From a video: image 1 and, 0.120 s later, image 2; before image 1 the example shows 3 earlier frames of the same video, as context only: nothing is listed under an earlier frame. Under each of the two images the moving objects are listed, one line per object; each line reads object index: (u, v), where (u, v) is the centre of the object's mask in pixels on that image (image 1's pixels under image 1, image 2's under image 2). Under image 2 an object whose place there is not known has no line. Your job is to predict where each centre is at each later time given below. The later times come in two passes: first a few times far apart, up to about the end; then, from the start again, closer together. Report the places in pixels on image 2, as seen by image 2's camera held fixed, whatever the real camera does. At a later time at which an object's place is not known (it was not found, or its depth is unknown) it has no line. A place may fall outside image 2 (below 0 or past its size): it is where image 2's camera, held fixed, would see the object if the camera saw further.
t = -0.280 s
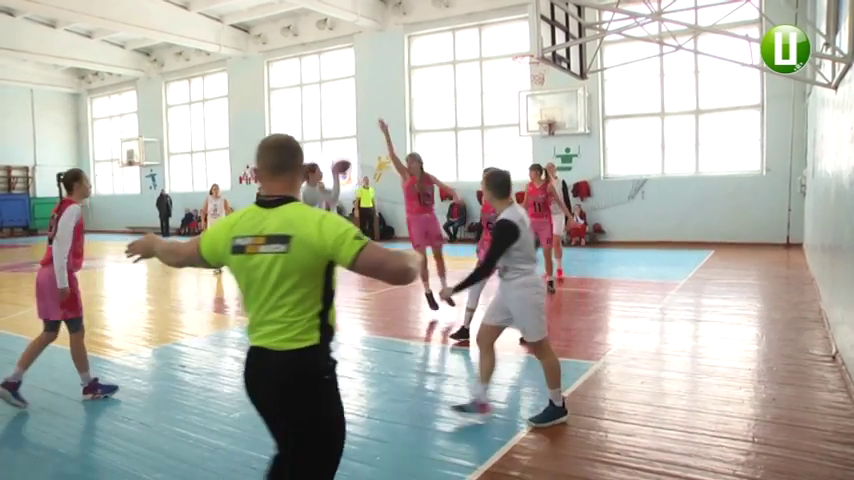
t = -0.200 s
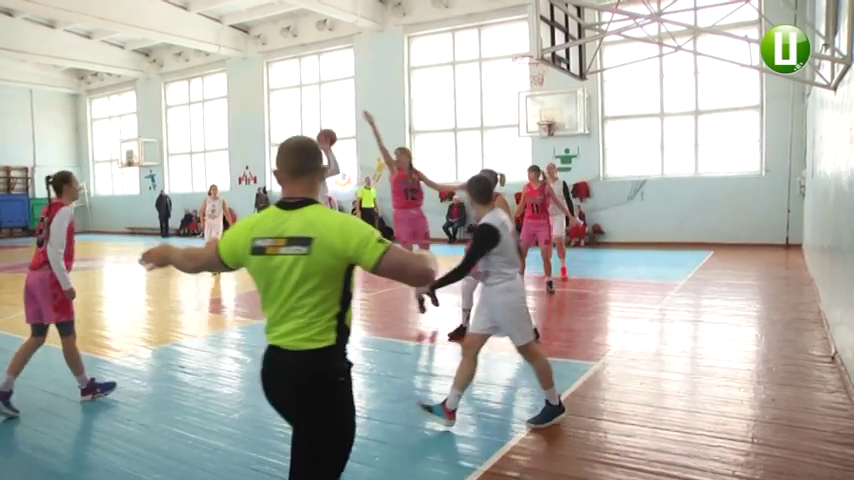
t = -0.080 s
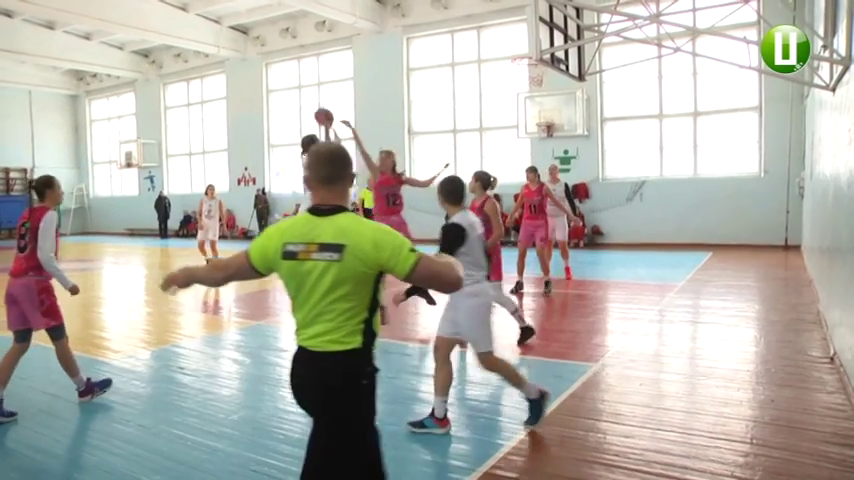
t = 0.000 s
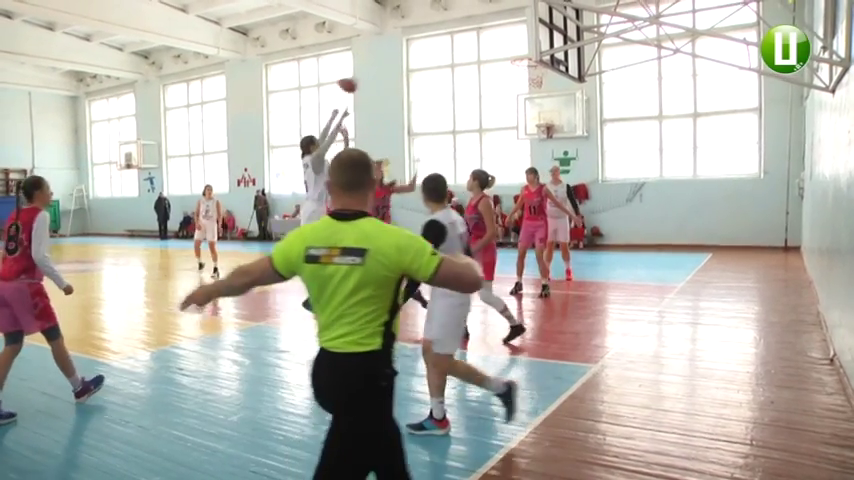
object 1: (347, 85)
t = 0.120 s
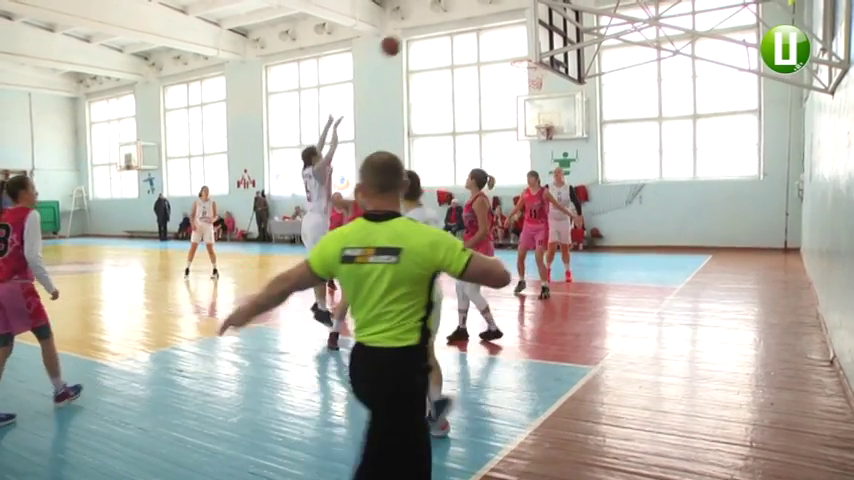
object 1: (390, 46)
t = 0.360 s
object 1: (471, 8)
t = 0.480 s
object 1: (508, 8)
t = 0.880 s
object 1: (524, 54)
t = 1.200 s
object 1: (523, 54)
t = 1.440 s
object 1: (523, 102)
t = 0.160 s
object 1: (404, 36)
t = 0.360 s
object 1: (471, 8)
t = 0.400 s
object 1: (484, 7)
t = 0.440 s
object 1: (496, 7)
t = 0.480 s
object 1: (508, 8)
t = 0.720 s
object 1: (527, 41)
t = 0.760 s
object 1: (526, 50)
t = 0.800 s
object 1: (525, 60)
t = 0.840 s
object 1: (524, 57)
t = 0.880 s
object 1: (524, 54)
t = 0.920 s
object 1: (524, 53)
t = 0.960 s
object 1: (524, 52)
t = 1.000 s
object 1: (523, 49)
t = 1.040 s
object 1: (523, 48)
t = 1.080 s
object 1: (523, 47)
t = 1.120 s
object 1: (523, 48)
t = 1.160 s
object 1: (523, 50)
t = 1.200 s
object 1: (523, 54)
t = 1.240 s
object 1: (523, 58)
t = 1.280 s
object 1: (523, 64)
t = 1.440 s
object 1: (523, 102)
